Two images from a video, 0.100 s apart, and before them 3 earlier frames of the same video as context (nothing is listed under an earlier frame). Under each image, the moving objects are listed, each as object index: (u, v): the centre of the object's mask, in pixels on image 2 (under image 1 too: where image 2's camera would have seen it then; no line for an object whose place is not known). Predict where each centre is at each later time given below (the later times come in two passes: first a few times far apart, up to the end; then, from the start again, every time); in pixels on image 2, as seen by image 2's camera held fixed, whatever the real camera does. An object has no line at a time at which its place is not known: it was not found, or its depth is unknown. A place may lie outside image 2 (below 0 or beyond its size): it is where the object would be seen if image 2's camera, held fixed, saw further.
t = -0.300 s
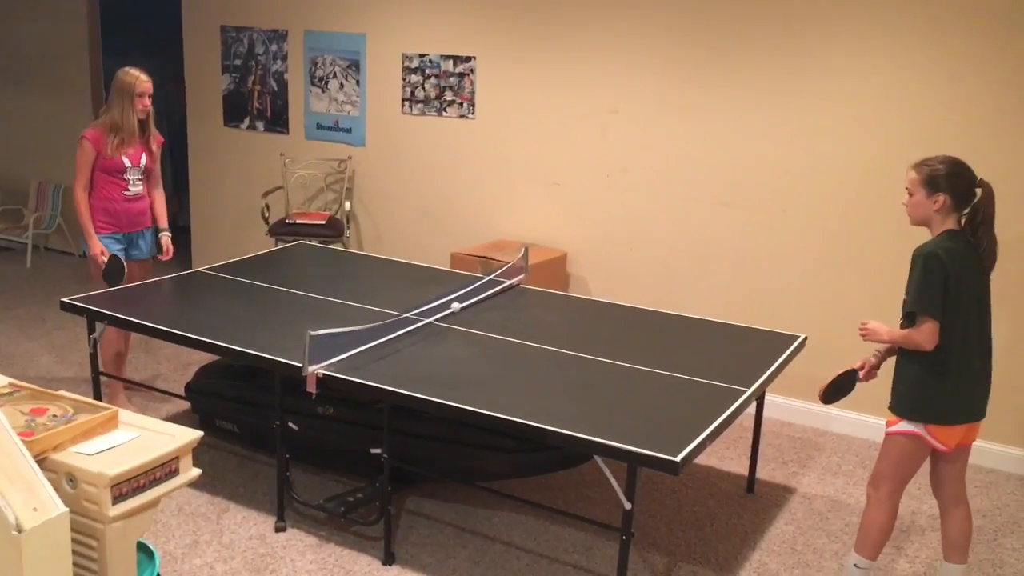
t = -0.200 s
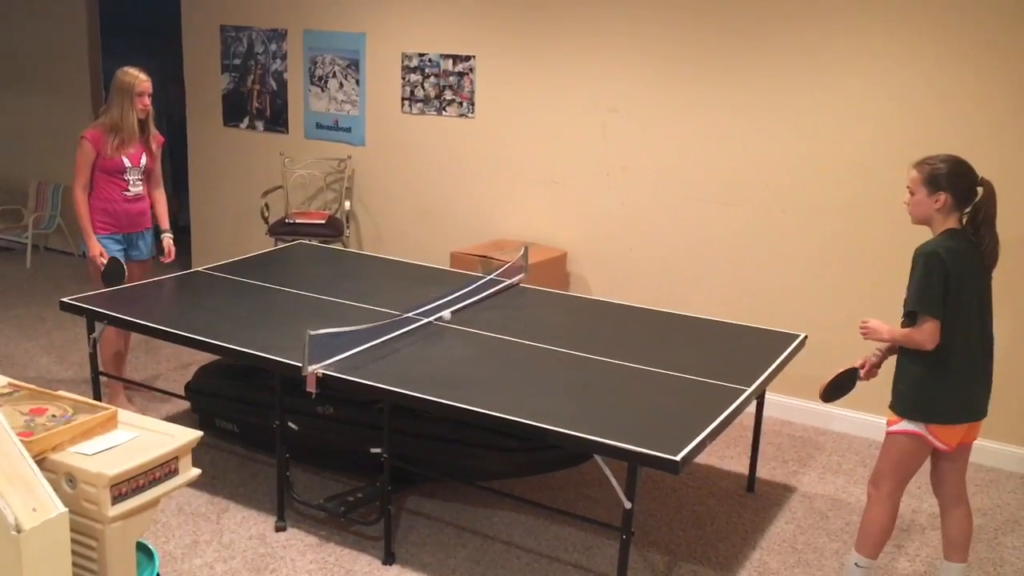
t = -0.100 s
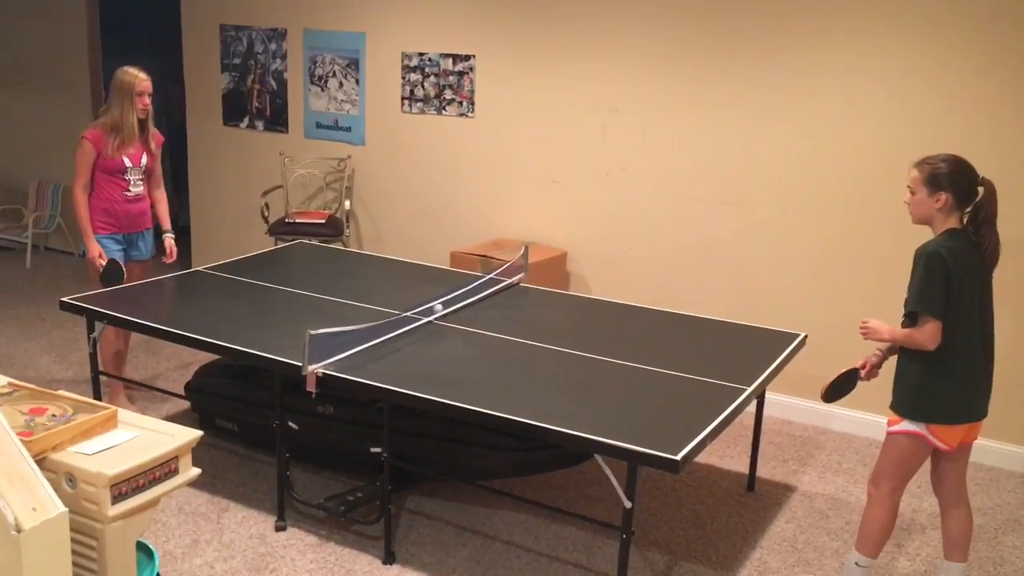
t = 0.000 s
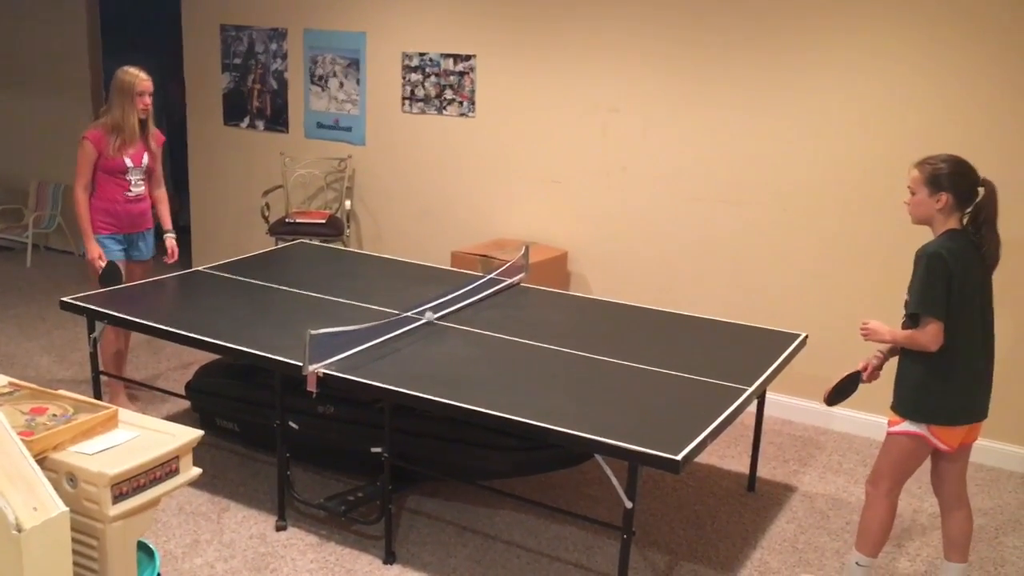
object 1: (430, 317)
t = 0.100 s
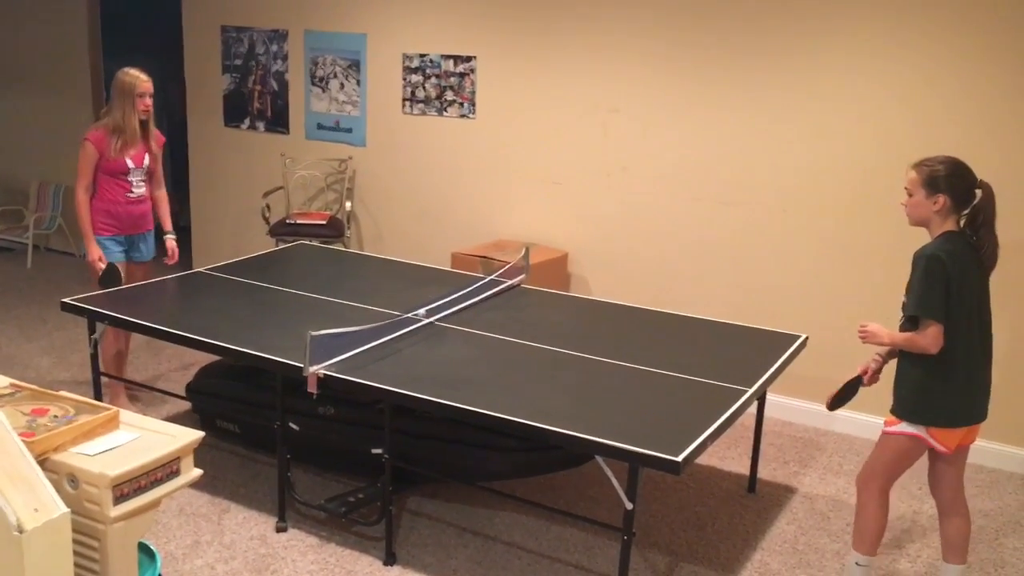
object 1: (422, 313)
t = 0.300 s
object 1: (419, 326)
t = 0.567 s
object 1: (418, 333)
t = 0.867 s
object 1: (418, 341)
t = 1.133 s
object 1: (416, 348)
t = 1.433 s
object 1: (413, 354)
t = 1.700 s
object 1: (411, 360)
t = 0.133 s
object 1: (420, 316)
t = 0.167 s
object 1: (420, 321)
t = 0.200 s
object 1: (419, 323)
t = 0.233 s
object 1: (419, 324)
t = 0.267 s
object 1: (419, 325)
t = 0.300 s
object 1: (419, 326)
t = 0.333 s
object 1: (419, 326)
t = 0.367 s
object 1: (419, 328)
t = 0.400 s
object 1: (419, 329)
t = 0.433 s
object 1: (419, 329)
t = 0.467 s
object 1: (419, 331)
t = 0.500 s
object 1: (419, 331)
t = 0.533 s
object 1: (419, 332)
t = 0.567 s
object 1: (418, 333)
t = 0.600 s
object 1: (418, 334)
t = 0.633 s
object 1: (418, 335)
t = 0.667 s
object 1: (418, 336)
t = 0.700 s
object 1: (418, 337)
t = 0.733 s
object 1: (418, 338)
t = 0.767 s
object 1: (418, 339)
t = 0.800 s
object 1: (418, 339)
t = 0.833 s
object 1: (418, 341)
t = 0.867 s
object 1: (418, 341)
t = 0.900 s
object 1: (417, 342)
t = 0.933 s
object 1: (417, 343)
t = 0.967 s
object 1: (417, 344)
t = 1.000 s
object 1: (417, 344)
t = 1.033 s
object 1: (416, 346)
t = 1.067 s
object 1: (416, 346)
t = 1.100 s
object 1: (416, 347)
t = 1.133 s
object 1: (416, 348)
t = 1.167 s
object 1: (415, 348)
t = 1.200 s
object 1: (415, 349)
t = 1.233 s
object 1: (415, 350)
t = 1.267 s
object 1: (415, 350)
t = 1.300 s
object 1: (414, 351)
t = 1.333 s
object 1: (414, 352)
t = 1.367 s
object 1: (414, 353)
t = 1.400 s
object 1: (413, 354)
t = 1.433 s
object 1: (413, 354)
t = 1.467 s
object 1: (413, 355)
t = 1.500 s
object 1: (412, 356)
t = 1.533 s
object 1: (412, 356)
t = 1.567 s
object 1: (412, 357)
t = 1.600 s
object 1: (412, 358)
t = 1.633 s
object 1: (411, 359)
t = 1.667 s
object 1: (411, 359)
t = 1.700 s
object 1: (411, 360)
